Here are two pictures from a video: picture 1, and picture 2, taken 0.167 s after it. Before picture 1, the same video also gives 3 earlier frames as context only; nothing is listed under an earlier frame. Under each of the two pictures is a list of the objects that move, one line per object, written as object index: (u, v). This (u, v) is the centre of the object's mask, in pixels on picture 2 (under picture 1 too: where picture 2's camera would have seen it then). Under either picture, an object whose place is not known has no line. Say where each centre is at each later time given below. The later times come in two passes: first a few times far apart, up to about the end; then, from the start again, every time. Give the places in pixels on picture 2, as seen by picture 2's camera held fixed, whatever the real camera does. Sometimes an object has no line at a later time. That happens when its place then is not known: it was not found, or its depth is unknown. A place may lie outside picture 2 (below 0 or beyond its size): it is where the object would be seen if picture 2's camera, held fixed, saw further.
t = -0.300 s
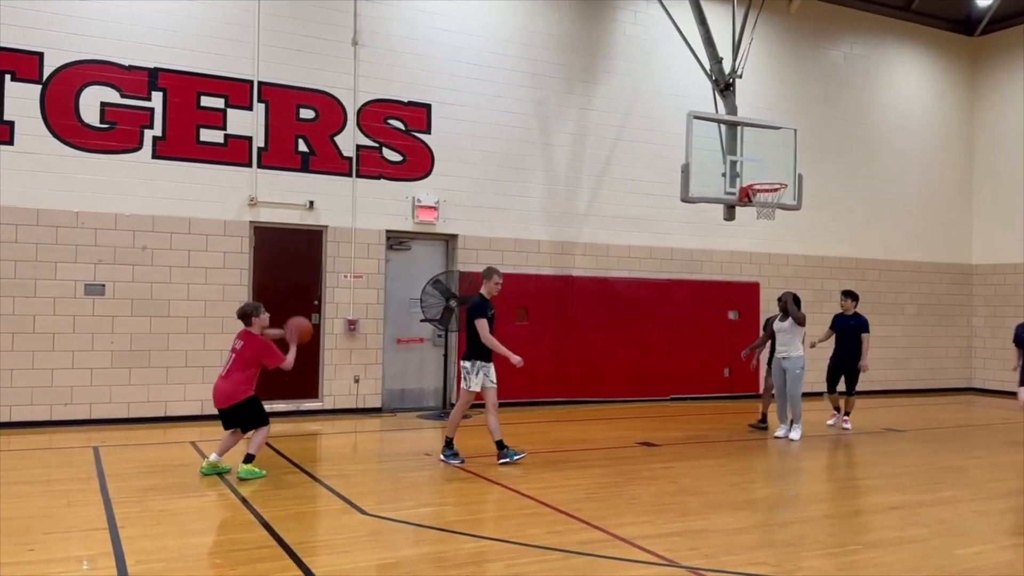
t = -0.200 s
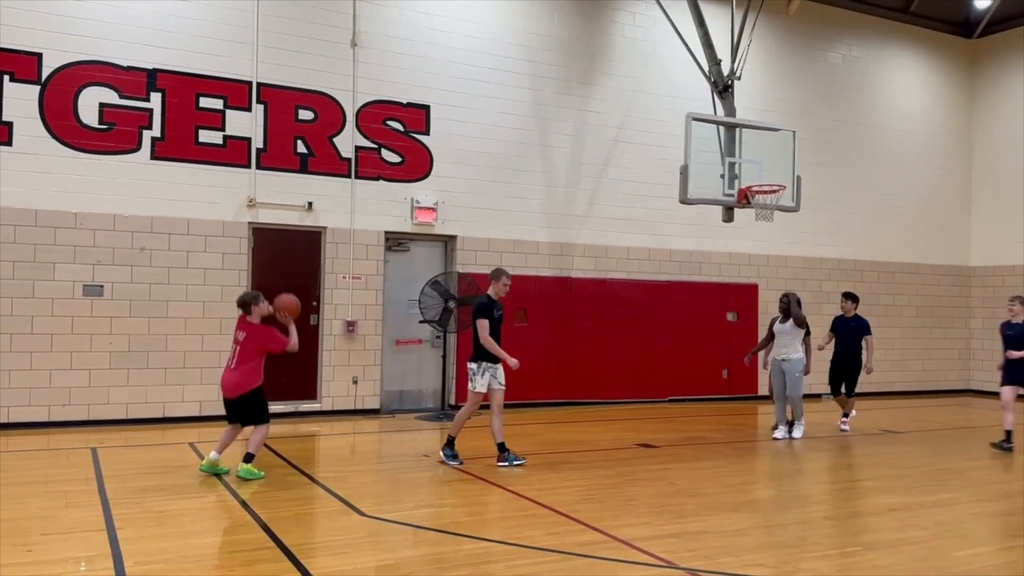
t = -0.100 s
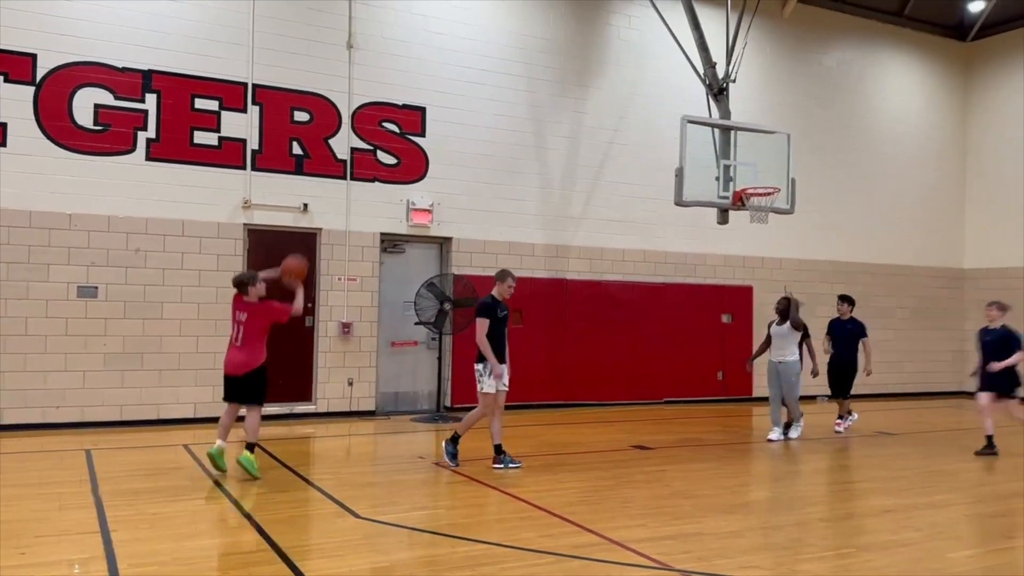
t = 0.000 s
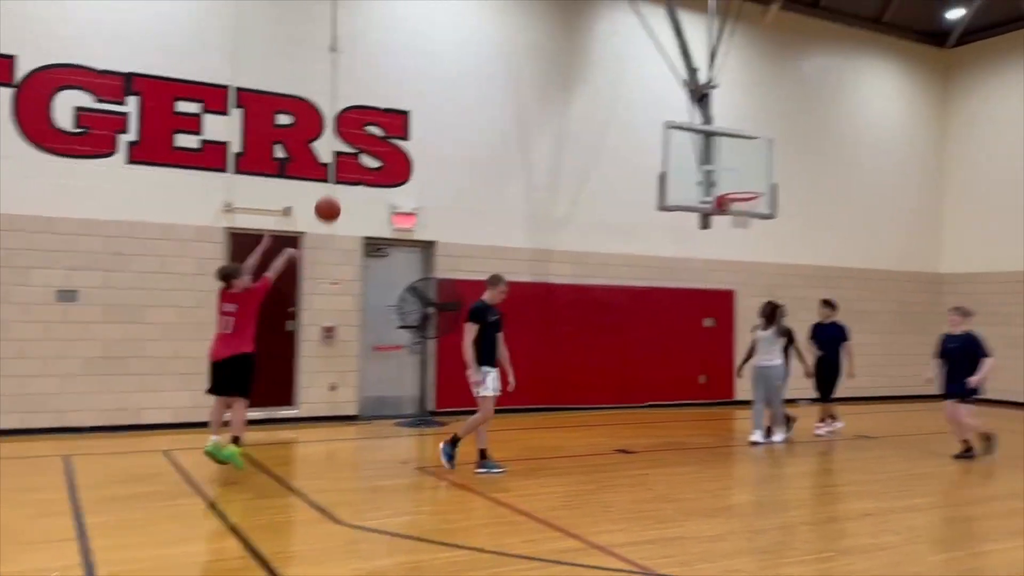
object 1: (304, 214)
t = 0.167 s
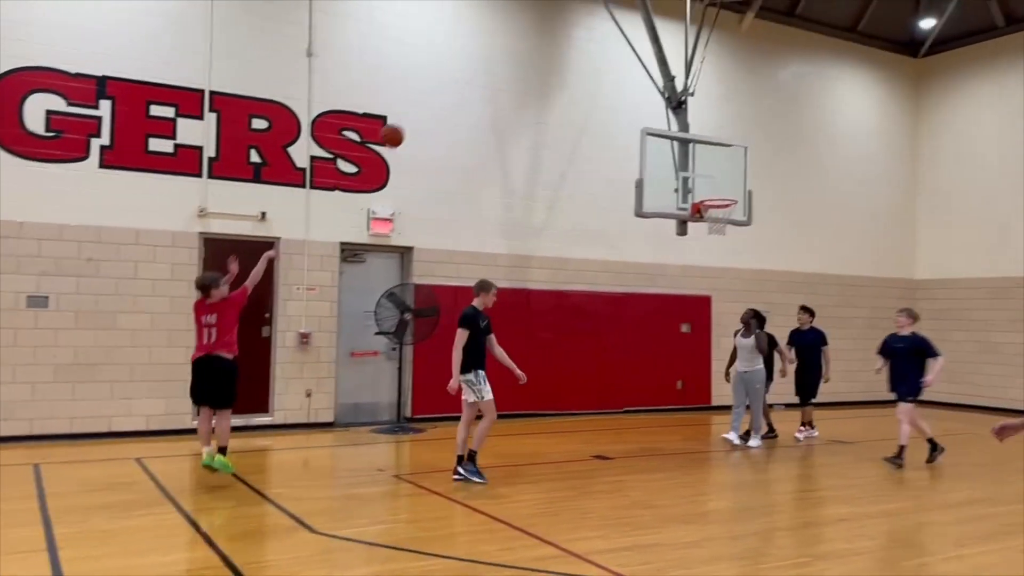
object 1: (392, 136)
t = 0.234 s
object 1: (424, 114)
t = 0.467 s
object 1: (523, 76)
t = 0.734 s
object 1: (617, 93)
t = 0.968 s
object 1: (686, 150)
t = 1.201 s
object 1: (706, 224)
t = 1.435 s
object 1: (682, 238)
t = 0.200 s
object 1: (408, 124)
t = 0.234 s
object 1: (424, 114)
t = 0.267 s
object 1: (439, 105)
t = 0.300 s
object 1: (454, 97)
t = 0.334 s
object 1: (469, 91)
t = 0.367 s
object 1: (483, 85)
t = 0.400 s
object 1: (497, 81)
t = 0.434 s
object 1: (510, 78)
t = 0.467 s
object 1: (523, 76)
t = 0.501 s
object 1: (536, 75)
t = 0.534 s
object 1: (549, 75)
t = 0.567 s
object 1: (561, 76)
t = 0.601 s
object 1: (573, 78)
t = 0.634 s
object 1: (584, 80)
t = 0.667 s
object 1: (596, 84)
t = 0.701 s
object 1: (607, 88)
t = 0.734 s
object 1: (617, 93)
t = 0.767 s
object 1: (628, 99)
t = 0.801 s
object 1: (639, 105)
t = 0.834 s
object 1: (648, 113)
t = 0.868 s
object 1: (659, 121)
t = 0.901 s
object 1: (669, 129)
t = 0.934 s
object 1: (677, 140)
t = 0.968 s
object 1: (686, 150)
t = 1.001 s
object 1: (696, 161)
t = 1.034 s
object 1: (704, 172)
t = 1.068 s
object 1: (714, 184)
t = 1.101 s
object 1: (722, 198)
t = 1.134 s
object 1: (724, 208)
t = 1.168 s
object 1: (719, 212)
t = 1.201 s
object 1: (706, 224)
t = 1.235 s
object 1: (701, 226)
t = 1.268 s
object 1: (698, 227)
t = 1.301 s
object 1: (694, 227)
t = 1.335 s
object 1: (691, 228)
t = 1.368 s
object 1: (688, 231)
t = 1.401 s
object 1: (685, 235)
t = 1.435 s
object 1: (682, 238)
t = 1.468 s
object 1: (678, 245)
